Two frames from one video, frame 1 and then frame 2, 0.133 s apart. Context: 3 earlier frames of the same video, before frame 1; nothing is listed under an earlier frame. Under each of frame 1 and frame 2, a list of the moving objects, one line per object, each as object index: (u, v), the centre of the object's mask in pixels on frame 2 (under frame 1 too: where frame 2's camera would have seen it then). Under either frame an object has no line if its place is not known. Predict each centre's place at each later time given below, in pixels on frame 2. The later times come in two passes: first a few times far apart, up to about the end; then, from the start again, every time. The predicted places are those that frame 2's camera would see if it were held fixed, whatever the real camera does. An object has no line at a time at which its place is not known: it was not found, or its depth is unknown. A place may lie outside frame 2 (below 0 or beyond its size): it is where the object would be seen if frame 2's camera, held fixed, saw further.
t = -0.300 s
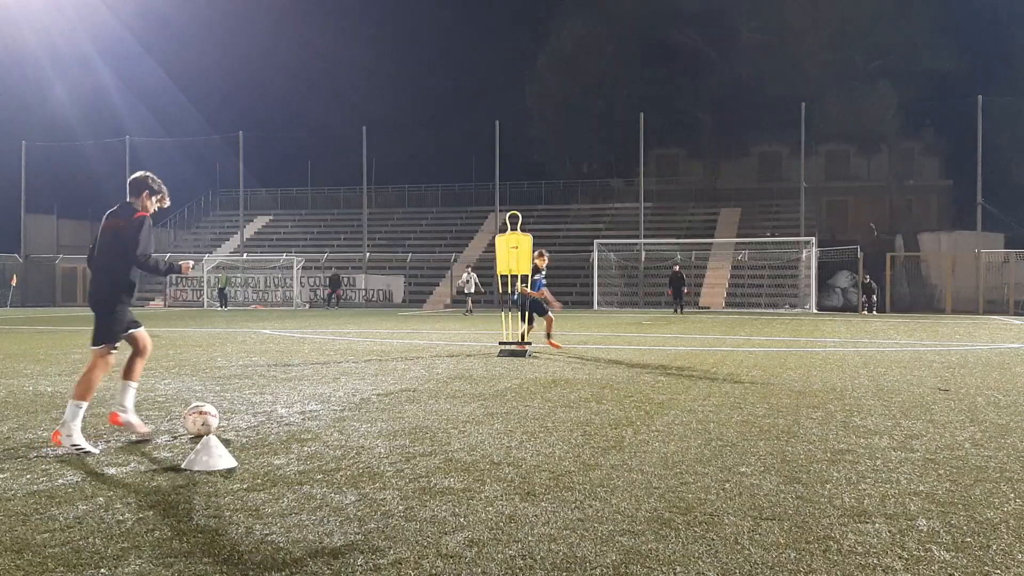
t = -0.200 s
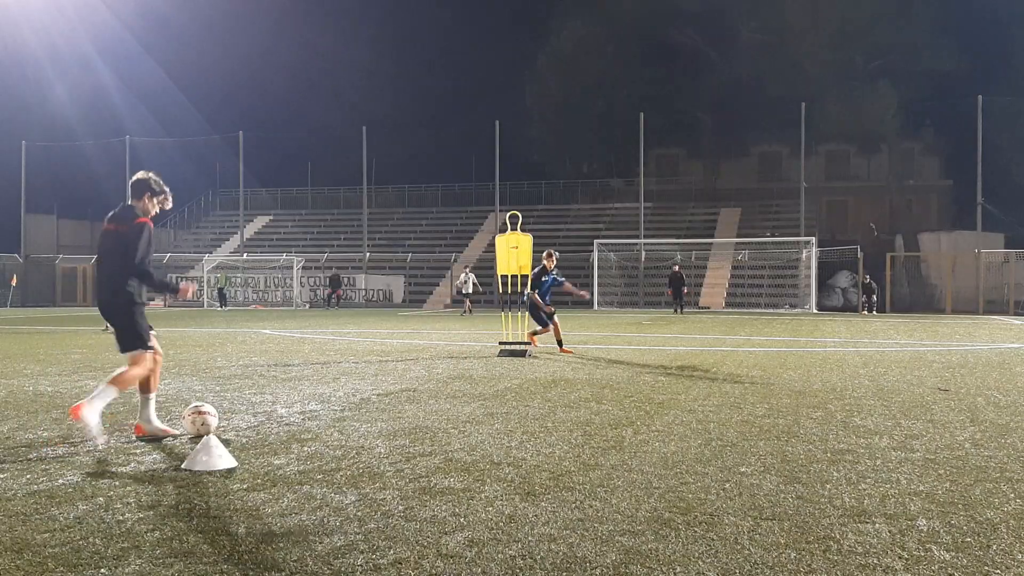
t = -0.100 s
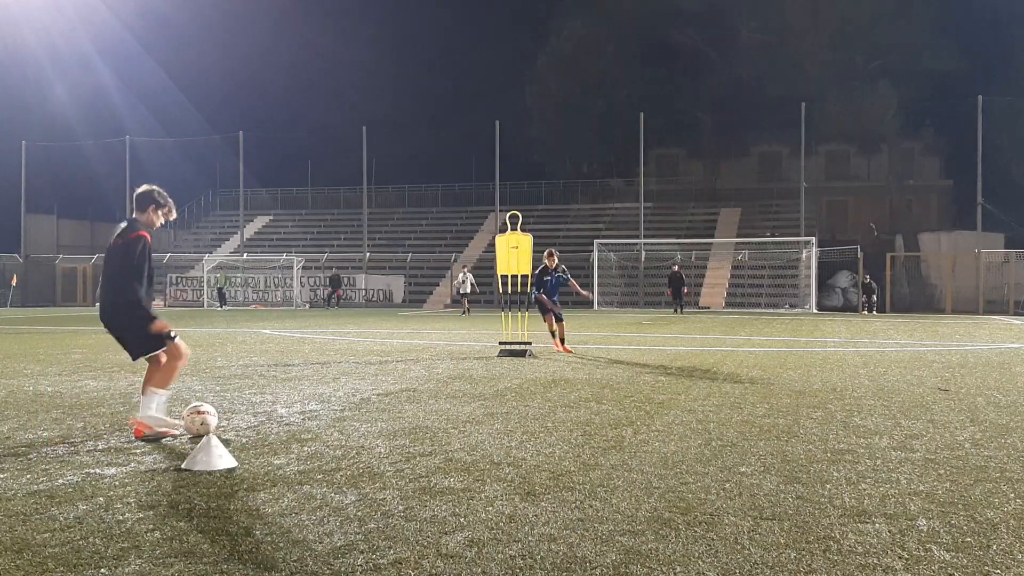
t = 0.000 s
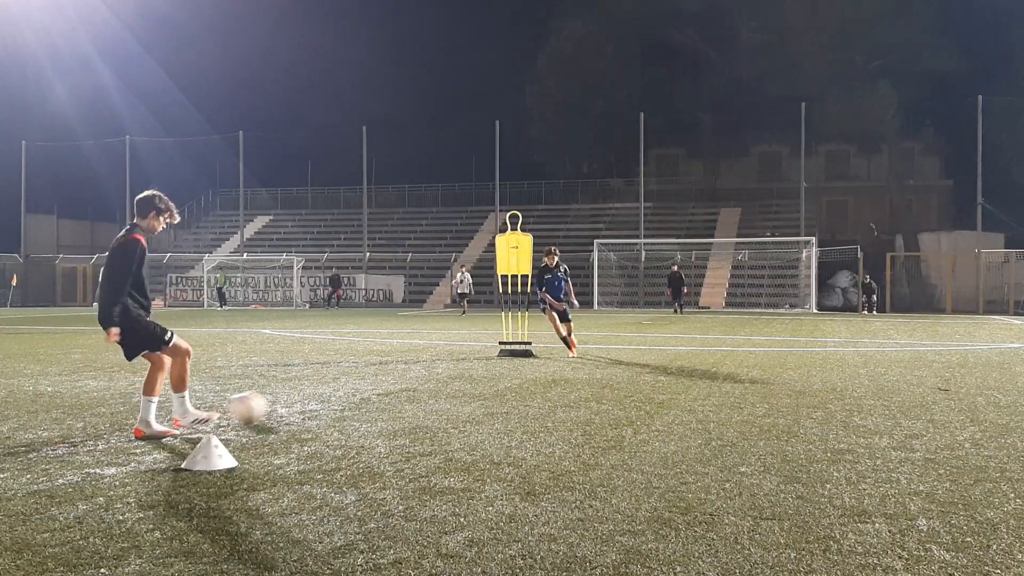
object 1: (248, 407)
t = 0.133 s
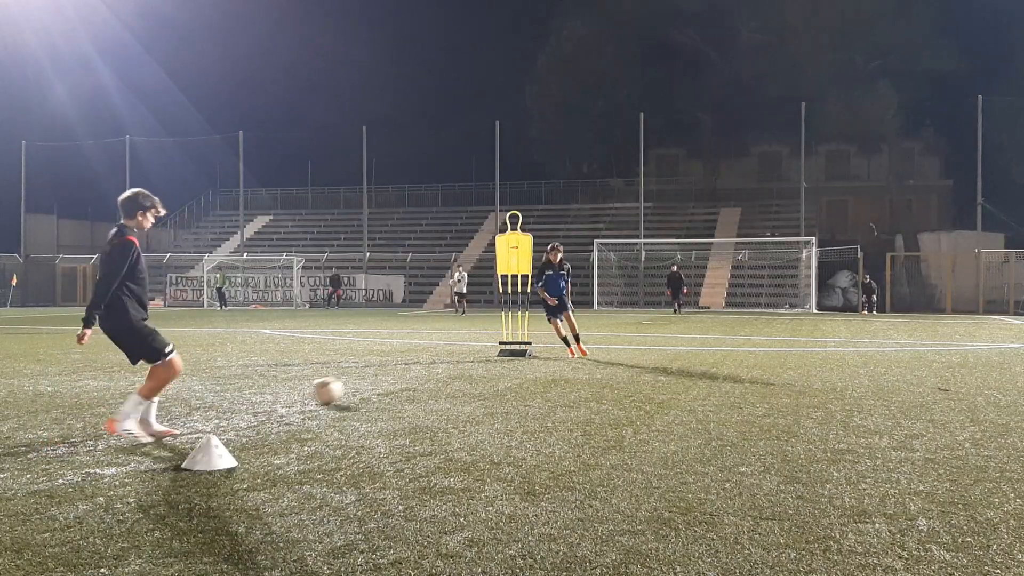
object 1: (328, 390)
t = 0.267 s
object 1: (382, 378)
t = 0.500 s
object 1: (446, 365)
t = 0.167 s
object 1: (343, 387)
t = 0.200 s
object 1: (357, 385)
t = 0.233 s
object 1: (371, 381)
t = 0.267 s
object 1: (382, 378)
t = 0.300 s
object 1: (394, 376)
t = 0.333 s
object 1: (405, 375)
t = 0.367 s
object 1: (414, 373)
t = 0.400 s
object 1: (423, 370)
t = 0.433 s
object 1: (431, 369)
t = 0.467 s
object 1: (439, 368)
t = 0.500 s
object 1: (446, 365)
